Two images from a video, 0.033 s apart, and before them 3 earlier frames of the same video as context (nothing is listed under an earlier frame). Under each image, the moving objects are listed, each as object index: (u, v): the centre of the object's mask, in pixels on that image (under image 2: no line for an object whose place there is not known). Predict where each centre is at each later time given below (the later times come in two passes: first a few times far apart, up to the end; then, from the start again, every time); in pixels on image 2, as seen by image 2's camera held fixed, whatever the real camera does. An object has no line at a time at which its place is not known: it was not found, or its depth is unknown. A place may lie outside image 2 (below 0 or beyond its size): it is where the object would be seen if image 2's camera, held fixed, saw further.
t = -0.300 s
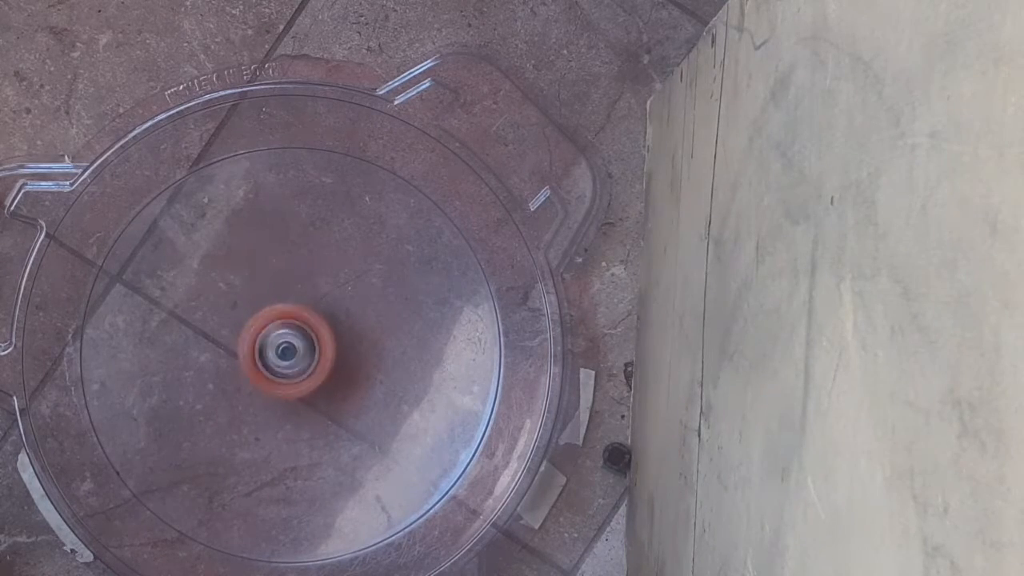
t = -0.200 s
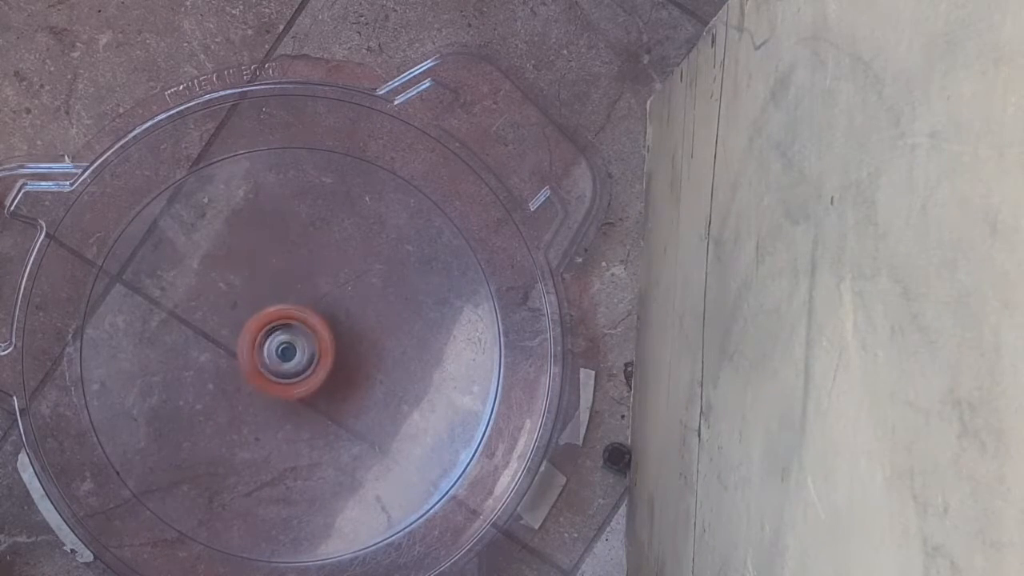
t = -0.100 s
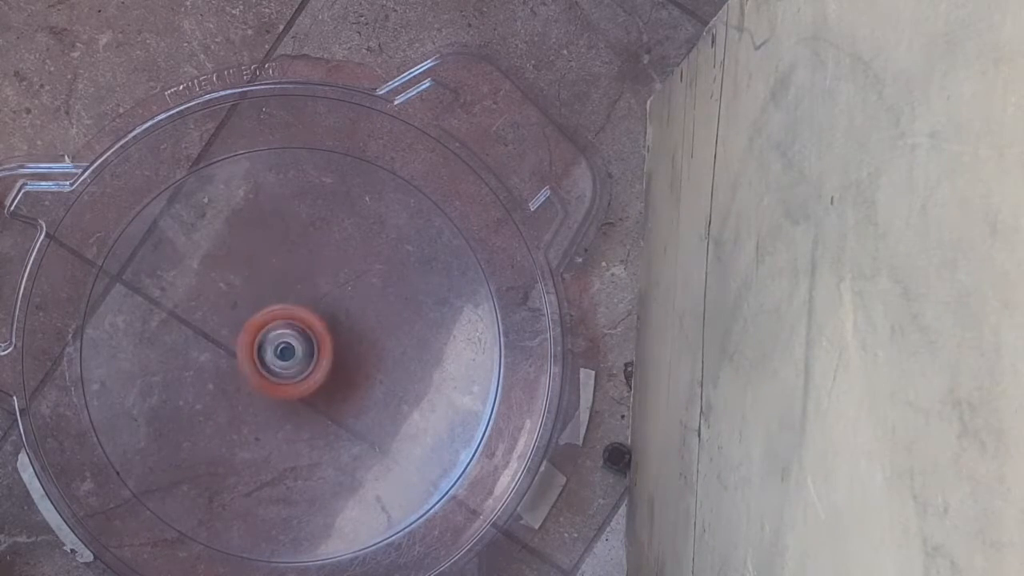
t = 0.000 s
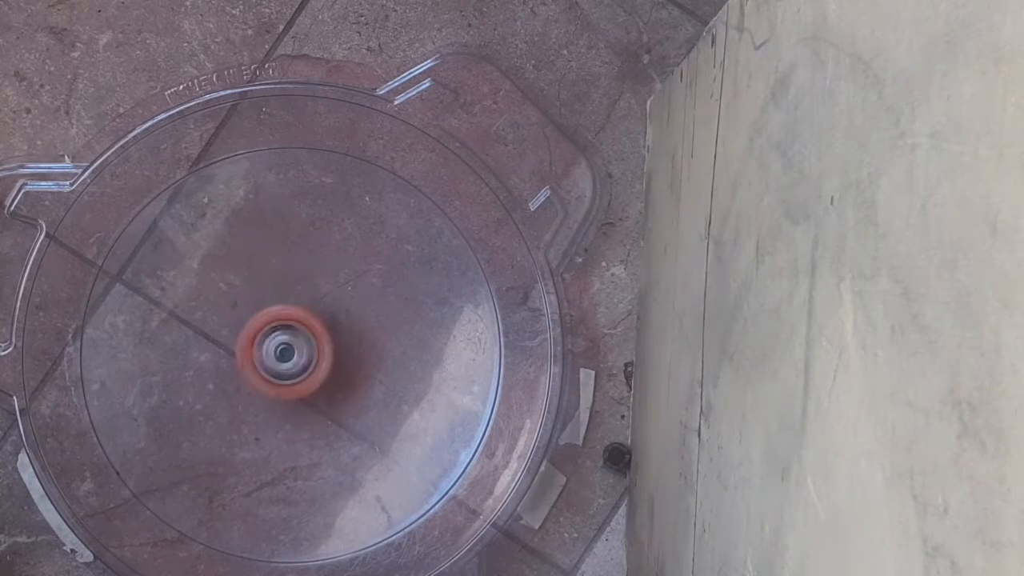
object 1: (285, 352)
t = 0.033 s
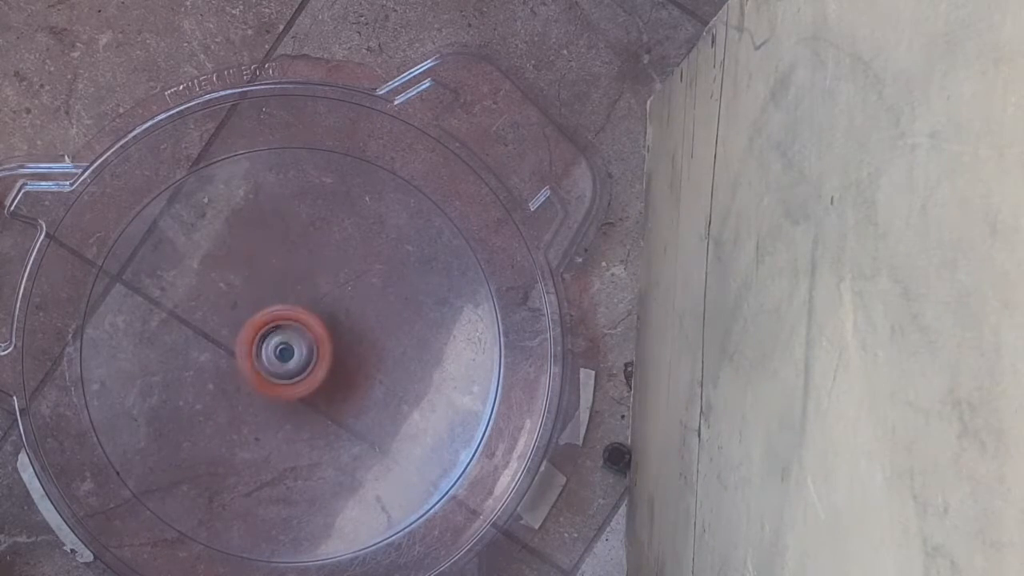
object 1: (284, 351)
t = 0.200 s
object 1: (284, 351)
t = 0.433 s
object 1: (285, 350)
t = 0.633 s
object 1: (287, 349)
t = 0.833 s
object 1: (287, 349)
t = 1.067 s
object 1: (288, 350)
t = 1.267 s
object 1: (286, 351)
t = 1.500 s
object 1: (284, 350)
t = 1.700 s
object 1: (283, 349)
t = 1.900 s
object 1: (284, 349)
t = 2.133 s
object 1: (285, 350)
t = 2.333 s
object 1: (285, 351)
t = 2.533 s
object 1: (285, 352)
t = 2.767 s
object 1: (285, 352)
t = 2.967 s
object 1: (285, 351)
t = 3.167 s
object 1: (287, 350)
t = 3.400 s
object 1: (287, 351)
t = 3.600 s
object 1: (285, 350)
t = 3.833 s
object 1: (285, 348)
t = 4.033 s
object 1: (285, 346)
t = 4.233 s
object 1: (283, 346)
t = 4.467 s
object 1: (282, 345)
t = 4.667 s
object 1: (280, 351)
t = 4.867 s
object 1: (288, 356)
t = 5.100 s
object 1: (293, 356)
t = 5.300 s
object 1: (291, 340)
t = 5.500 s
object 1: (275, 347)
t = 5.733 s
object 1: (281, 358)
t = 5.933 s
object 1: (296, 349)
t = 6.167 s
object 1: (282, 339)
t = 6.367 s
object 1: (282, 359)
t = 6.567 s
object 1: (296, 345)
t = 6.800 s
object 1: (280, 342)
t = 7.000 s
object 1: (289, 355)
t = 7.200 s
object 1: (289, 342)
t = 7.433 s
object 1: (277, 348)
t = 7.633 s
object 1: (289, 357)
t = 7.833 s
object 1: (291, 343)
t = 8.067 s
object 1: (278, 344)
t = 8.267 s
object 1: (289, 356)
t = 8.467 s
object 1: (289, 342)
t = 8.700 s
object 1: (274, 346)
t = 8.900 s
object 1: (288, 358)
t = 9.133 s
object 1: (299, 343)
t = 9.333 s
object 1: (277, 340)
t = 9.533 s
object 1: (296, 354)
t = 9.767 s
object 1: (279, 337)
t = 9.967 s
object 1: (289, 342)
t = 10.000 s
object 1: (288, 346)
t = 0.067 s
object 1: (285, 351)
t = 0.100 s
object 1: (285, 352)
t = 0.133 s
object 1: (285, 352)
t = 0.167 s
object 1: (284, 351)
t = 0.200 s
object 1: (284, 351)
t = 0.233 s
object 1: (285, 351)
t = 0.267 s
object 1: (285, 351)
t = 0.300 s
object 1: (284, 351)
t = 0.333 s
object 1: (284, 351)
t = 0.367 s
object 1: (284, 350)
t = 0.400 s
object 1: (285, 350)
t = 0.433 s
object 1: (285, 350)
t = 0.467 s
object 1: (285, 349)
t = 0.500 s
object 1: (286, 350)
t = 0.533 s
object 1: (285, 350)
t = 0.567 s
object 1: (286, 349)
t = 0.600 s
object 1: (286, 349)
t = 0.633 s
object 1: (287, 349)
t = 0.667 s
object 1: (286, 349)
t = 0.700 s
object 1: (286, 349)
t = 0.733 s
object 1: (287, 349)
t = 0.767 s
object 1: (287, 349)
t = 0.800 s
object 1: (288, 349)
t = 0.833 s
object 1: (287, 349)
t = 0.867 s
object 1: (288, 350)
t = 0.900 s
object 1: (287, 350)
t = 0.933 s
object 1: (287, 350)
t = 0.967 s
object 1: (288, 350)
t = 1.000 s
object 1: (287, 350)
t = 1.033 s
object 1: (287, 350)
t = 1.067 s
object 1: (288, 350)
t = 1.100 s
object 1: (287, 350)
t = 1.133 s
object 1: (287, 350)
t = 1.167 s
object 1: (287, 350)
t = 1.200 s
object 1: (286, 350)
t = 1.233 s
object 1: (287, 350)
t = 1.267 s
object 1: (286, 351)
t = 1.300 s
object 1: (286, 350)
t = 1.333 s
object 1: (285, 350)
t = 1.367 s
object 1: (285, 350)
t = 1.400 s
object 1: (284, 350)
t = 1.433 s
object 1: (284, 350)
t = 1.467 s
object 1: (284, 350)
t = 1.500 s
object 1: (284, 350)
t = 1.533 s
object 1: (284, 350)
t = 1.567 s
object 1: (284, 350)
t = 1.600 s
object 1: (284, 350)
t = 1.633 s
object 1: (284, 350)
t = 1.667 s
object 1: (283, 349)
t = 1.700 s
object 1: (283, 349)
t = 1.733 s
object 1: (284, 349)
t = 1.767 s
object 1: (283, 349)
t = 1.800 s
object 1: (284, 349)
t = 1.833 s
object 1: (283, 349)
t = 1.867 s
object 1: (284, 349)
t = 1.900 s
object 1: (284, 349)
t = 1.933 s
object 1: (284, 349)
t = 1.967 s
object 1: (285, 349)
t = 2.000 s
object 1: (284, 349)
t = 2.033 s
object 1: (284, 349)
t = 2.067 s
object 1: (285, 349)
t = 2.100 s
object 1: (285, 350)
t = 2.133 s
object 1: (285, 350)
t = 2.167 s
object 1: (285, 350)
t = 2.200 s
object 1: (285, 350)
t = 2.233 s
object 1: (286, 351)
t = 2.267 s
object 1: (286, 351)
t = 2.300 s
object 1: (285, 351)
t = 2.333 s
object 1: (285, 351)
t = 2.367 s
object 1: (286, 352)
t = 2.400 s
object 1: (286, 352)
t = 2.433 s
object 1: (285, 352)
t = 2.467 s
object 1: (286, 351)
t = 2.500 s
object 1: (286, 352)
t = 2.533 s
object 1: (285, 352)
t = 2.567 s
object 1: (285, 352)
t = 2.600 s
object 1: (285, 352)
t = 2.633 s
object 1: (286, 352)
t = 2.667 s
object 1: (285, 353)
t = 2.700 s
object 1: (285, 353)
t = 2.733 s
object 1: (285, 352)
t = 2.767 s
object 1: (285, 352)
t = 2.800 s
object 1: (285, 352)
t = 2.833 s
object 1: (285, 352)
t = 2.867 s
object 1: (286, 351)
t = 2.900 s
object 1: (287, 351)
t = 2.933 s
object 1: (286, 352)
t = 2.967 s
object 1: (285, 351)
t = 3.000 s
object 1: (286, 351)
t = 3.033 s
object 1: (287, 351)
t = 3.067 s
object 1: (288, 351)
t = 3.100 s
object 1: (286, 352)
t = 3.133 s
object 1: (286, 350)
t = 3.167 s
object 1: (287, 350)
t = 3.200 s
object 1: (288, 351)
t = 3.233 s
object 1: (287, 351)
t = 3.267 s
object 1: (286, 351)
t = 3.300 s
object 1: (286, 350)
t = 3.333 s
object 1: (288, 349)
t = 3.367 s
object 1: (288, 351)
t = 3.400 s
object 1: (287, 351)
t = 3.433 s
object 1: (286, 350)
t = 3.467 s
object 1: (286, 349)
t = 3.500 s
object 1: (288, 348)
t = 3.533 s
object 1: (288, 350)
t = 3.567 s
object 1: (287, 351)
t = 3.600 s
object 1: (285, 350)
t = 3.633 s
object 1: (285, 349)
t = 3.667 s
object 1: (287, 348)
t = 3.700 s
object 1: (289, 349)
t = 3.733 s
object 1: (288, 351)
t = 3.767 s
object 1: (286, 351)
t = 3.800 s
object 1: (284, 350)
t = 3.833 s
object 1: (285, 348)
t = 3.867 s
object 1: (288, 348)
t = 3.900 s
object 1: (289, 350)
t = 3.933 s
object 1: (287, 351)
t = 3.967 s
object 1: (285, 352)
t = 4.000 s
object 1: (283, 349)
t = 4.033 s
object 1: (285, 346)
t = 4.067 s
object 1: (288, 346)
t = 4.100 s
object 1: (290, 348)
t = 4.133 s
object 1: (289, 352)
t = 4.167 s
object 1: (285, 353)
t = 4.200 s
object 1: (282, 350)
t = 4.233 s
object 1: (283, 346)
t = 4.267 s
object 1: (286, 345)
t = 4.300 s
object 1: (290, 346)
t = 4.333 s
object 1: (291, 352)
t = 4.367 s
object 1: (288, 354)
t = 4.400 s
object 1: (284, 353)
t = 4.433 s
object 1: (281, 350)
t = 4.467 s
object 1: (282, 345)
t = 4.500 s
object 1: (287, 344)
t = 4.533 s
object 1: (290, 347)
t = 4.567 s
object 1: (291, 351)
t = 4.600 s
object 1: (289, 355)
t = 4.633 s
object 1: (284, 354)
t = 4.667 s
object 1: (280, 351)
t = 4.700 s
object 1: (280, 346)
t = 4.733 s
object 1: (284, 342)
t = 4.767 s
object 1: (290, 344)
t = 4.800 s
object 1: (293, 348)
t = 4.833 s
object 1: (292, 353)
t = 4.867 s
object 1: (288, 356)
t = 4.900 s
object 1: (281, 354)
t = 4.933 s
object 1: (278, 349)
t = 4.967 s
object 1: (280, 343)
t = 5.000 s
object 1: (285, 341)
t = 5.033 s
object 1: (292, 344)
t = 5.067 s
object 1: (295, 350)
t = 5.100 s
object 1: (293, 356)
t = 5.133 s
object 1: (287, 359)
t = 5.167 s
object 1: (279, 357)
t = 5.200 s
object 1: (276, 350)
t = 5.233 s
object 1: (277, 344)
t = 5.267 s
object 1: (283, 340)
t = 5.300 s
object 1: (291, 340)
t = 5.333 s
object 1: (297, 347)
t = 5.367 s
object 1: (297, 354)
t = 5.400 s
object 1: (291, 359)
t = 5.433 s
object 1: (283, 360)
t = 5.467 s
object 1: (277, 355)
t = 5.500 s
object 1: (275, 347)
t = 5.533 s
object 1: (279, 341)
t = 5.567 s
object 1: (285, 339)
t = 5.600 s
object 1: (292, 343)
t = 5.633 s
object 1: (296, 349)
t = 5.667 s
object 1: (295, 355)
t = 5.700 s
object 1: (289, 359)
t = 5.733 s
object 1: (281, 358)
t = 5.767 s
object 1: (275, 352)
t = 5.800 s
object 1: (274, 346)
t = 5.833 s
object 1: (278, 341)
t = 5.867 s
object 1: (286, 340)
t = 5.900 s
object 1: (293, 343)
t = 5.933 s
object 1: (296, 349)
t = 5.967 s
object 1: (295, 355)
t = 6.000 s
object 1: (290, 359)
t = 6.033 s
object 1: (282, 359)
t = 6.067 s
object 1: (277, 355)
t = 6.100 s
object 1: (275, 350)
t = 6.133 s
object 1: (277, 343)
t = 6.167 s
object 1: (282, 339)
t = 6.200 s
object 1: (288, 340)
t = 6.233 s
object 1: (292, 344)
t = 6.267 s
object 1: (294, 350)
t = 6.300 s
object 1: (292, 356)
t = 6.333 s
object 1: (286, 360)
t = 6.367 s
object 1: (282, 359)
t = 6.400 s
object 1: (278, 355)
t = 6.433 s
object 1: (277, 349)
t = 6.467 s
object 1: (280, 342)
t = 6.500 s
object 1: (284, 340)
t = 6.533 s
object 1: (291, 340)
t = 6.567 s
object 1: (296, 345)
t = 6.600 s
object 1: (297, 352)
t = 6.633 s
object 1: (294, 356)
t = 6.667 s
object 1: (289, 358)
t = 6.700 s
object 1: (283, 357)
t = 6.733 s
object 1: (278, 353)
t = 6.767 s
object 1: (277, 346)
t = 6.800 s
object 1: (280, 342)
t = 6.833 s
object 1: (284, 339)
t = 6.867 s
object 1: (290, 341)
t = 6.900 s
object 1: (297, 344)
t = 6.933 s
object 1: (297, 349)
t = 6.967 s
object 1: (293, 353)
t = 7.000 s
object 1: (289, 355)
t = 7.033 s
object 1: (282, 355)
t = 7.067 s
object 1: (275, 352)
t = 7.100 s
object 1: (273, 347)
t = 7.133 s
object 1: (276, 343)
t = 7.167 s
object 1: (282, 341)
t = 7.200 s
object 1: (289, 342)
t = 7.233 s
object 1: (293, 346)
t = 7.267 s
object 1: (295, 351)
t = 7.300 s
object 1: (292, 356)
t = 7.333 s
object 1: (286, 358)
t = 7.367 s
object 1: (280, 358)
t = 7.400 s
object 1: (277, 353)
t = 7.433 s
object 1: (277, 348)
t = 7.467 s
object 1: (280, 343)
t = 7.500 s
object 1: (286, 340)
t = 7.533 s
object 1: (292, 341)
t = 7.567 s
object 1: (295, 345)
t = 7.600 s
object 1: (293, 351)
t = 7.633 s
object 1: (289, 357)
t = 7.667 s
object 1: (283, 360)
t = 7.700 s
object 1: (278, 358)
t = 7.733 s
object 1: (277, 352)
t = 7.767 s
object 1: (279, 347)
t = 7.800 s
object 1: (284, 343)
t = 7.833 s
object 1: (291, 343)
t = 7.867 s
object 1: (297, 346)
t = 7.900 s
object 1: (300, 350)
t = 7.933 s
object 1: (297, 354)
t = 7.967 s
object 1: (291, 356)
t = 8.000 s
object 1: (283, 354)
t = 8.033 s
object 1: (279, 351)
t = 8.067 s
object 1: (278, 344)
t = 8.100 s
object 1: (281, 340)
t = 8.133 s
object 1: (287, 340)
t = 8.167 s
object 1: (293, 344)
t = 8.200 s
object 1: (296, 348)
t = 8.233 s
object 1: (295, 353)
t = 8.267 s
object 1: (289, 356)
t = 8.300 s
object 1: (283, 357)
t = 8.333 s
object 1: (278, 354)
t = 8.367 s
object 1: (275, 348)
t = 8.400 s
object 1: (277, 342)
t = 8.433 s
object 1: (283, 340)
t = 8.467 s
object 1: (289, 342)
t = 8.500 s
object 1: (293, 347)
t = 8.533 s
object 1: (292, 353)
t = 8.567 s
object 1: (288, 357)
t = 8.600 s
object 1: (282, 358)
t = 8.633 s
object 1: (278, 356)
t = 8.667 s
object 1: (275, 351)
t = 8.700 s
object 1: (274, 346)
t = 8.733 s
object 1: (278, 340)
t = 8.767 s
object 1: (284, 339)
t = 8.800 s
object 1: (289, 343)
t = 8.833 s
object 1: (292, 349)
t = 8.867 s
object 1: (291, 356)
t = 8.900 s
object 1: (288, 358)
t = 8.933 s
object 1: (278, 357)
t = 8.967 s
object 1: (273, 350)
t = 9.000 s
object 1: (272, 344)
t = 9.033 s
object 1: (276, 337)
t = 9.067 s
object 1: (283, 335)
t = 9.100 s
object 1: (292, 338)
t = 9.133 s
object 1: (299, 343)
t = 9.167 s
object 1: (297, 350)
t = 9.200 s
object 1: (293, 354)
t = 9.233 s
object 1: (286, 354)
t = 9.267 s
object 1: (281, 353)
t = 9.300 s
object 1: (276, 346)
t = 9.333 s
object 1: (277, 340)
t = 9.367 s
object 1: (282, 334)
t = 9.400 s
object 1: (286, 335)
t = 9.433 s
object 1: (292, 338)
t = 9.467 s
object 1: (297, 342)
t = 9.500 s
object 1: (299, 346)
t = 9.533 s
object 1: (296, 354)
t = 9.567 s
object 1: (291, 355)
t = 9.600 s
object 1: (286, 355)
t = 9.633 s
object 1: (279, 351)
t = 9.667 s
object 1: (274, 347)
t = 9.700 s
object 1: (276, 343)
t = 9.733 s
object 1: (277, 341)
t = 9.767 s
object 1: (279, 337)
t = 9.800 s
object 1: (282, 334)
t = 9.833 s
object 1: (288, 332)
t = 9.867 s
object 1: (293, 331)
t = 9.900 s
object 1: (292, 335)
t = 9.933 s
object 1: (292, 337)
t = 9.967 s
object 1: (289, 342)
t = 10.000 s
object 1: (288, 346)
